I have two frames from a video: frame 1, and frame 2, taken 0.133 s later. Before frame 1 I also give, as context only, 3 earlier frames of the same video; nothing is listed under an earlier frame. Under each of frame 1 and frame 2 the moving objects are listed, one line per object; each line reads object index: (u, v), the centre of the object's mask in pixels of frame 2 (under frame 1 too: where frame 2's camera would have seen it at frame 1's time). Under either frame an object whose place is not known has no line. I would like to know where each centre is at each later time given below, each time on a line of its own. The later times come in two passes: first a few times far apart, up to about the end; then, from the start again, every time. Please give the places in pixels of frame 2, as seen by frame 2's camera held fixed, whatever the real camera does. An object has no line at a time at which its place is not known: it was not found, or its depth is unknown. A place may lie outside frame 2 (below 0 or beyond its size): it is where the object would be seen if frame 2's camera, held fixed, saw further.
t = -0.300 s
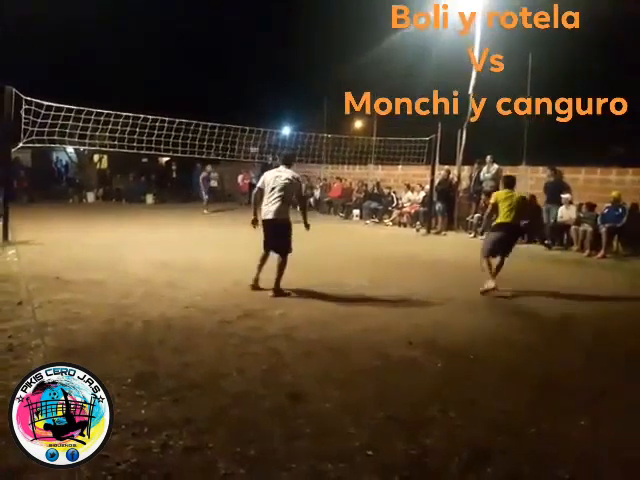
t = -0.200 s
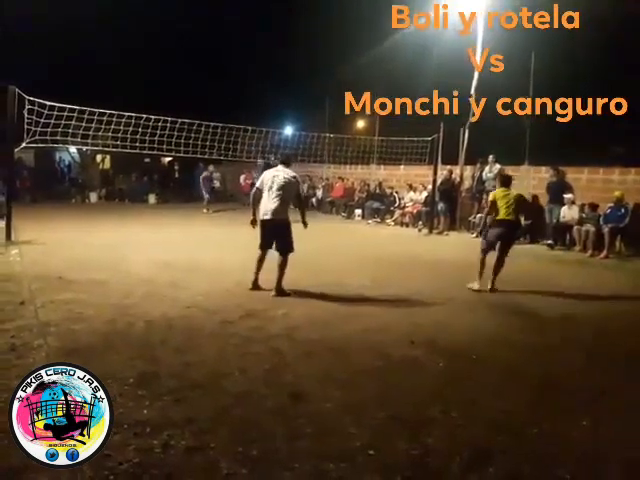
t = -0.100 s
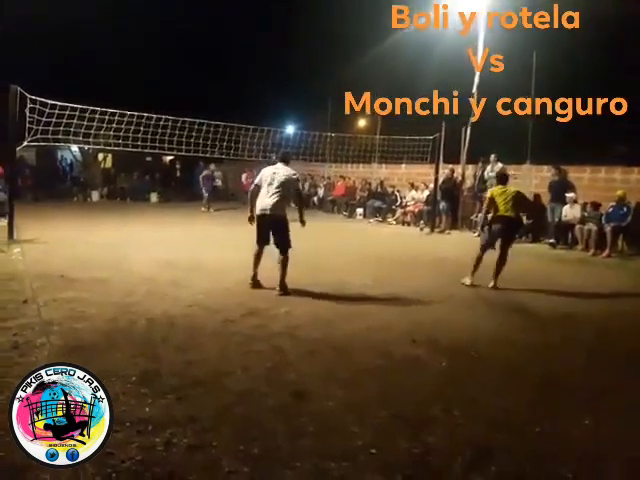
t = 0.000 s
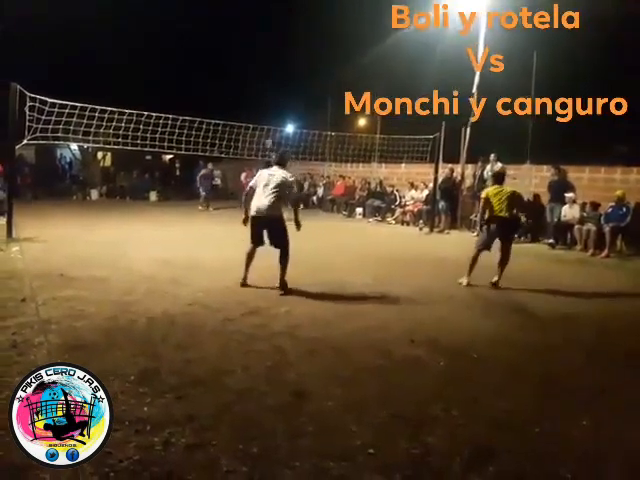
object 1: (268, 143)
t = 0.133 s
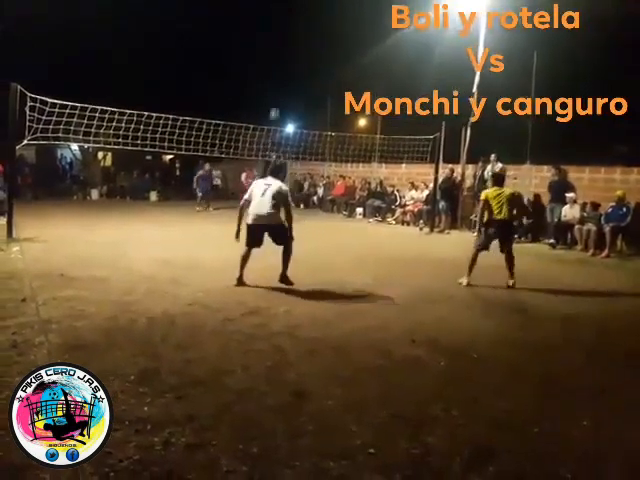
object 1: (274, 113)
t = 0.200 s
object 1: (277, 100)
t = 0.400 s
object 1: (289, 63)
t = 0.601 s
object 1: (301, 39)
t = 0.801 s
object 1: (318, 34)
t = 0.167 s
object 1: (276, 106)
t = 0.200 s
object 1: (277, 100)
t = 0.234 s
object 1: (279, 93)
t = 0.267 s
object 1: (280, 86)
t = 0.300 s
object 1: (282, 80)
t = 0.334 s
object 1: (284, 74)
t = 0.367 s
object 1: (286, 68)
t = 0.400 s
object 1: (289, 63)
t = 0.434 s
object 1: (291, 58)
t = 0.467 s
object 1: (293, 53)
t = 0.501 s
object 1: (296, 50)
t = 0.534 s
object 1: (297, 45)
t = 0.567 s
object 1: (299, 41)
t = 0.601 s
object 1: (301, 39)
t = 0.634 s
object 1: (304, 36)
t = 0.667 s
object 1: (307, 34)
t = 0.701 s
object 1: (310, 33)
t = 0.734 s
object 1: (312, 33)
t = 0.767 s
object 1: (315, 33)
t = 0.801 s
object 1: (318, 34)
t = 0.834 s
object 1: (321, 36)
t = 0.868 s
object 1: (325, 37)
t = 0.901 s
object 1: (329, 40)
